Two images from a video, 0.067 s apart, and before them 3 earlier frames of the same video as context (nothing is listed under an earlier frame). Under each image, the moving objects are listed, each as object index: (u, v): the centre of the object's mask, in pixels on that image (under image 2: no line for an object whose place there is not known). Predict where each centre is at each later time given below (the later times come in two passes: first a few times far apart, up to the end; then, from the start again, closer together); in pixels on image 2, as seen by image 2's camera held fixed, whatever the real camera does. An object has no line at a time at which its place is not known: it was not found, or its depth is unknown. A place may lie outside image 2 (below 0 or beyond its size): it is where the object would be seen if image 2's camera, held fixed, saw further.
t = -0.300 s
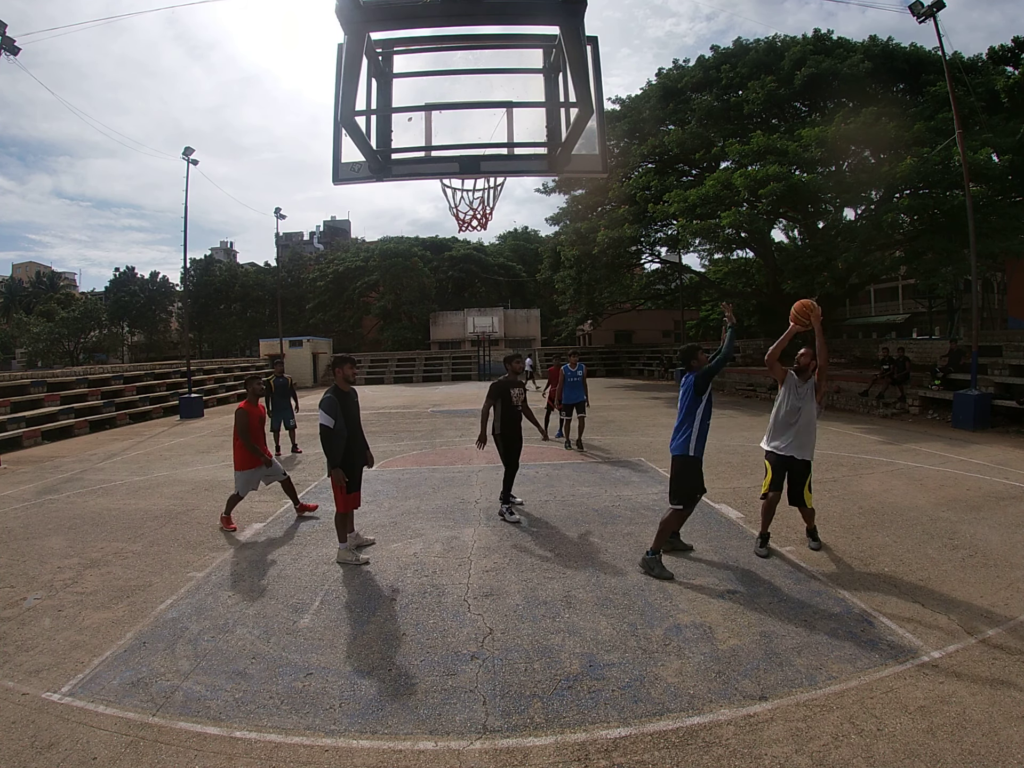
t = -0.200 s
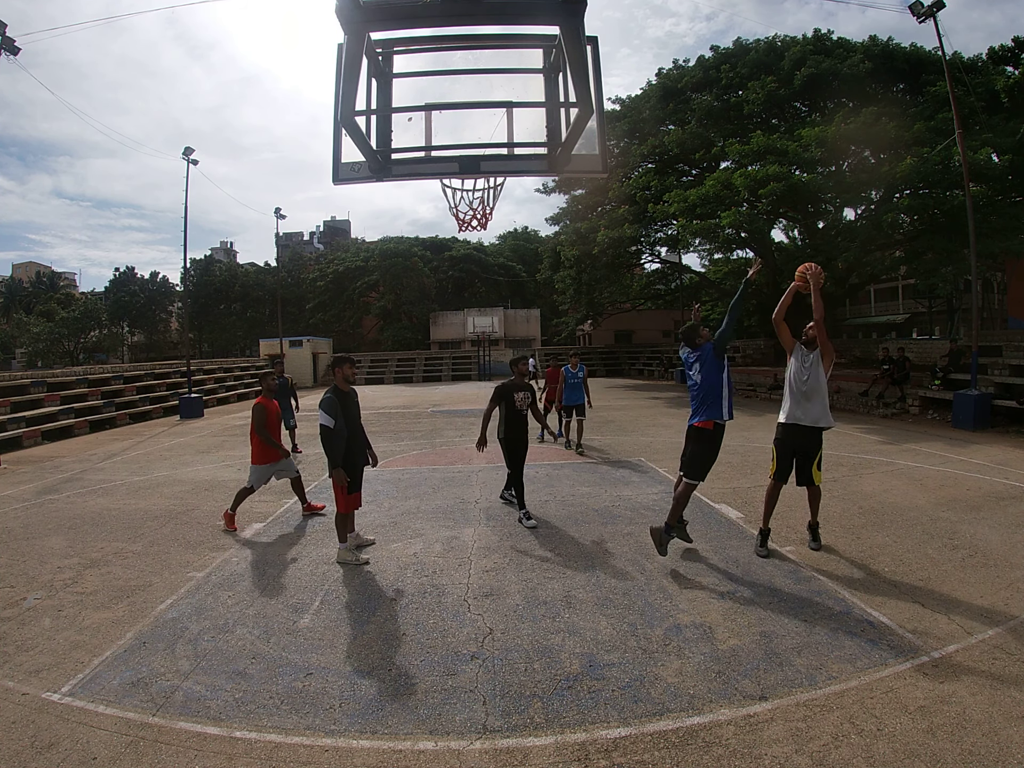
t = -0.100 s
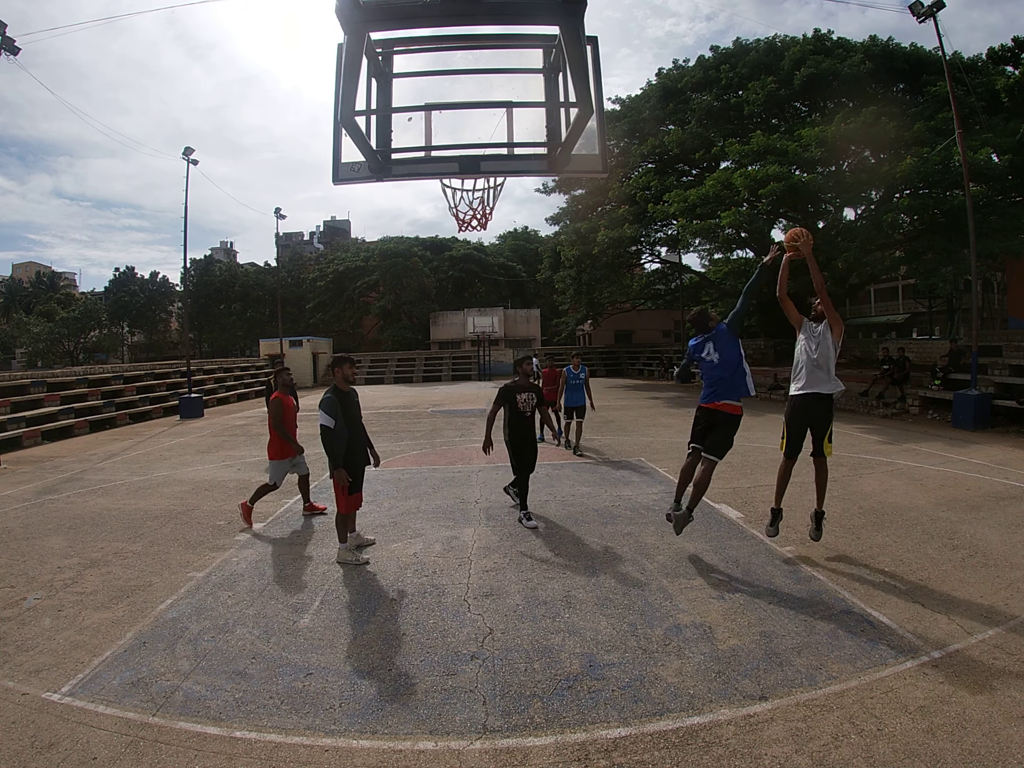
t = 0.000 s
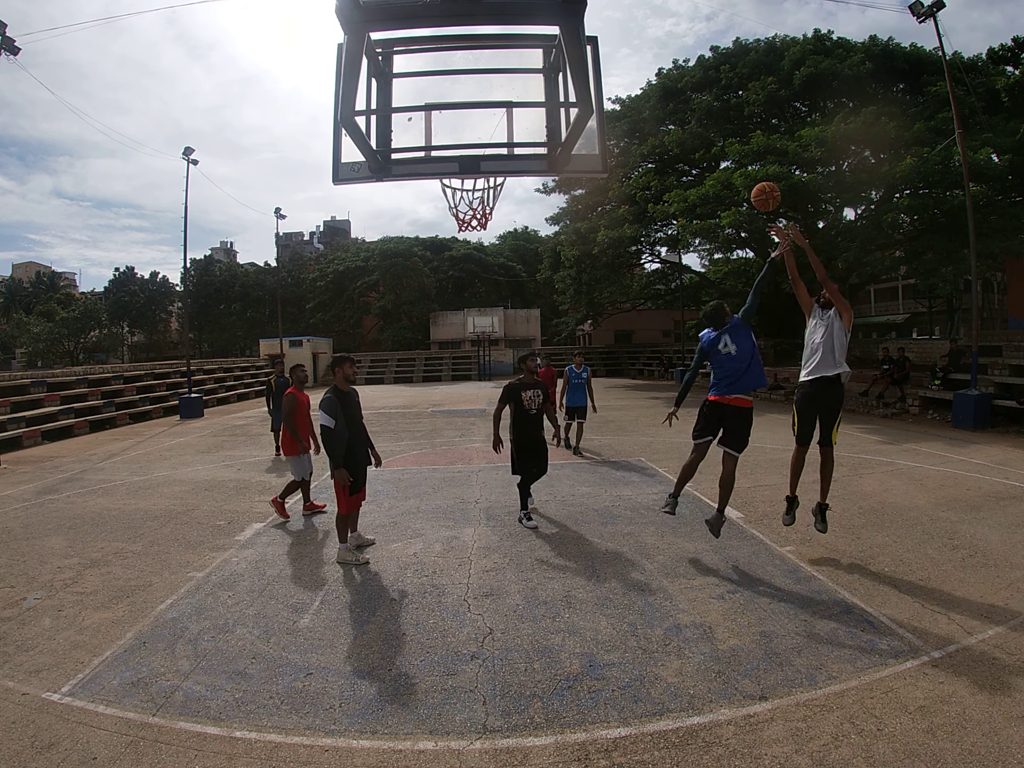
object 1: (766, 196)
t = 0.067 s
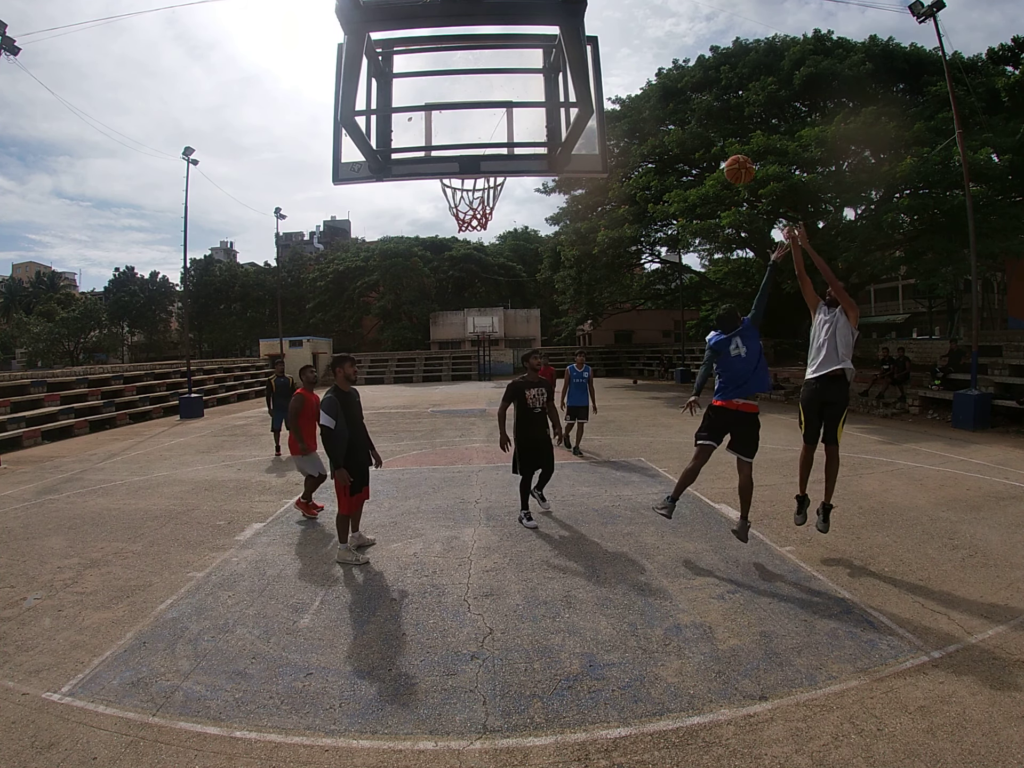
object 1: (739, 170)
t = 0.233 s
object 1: (669, 124)
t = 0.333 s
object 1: (628, 113)
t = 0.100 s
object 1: (725, 157)
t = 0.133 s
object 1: (711, 148)
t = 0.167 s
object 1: (698, 139)
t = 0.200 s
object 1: (683, 131)
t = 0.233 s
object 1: (669, 124)
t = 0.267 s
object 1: (655, 119)
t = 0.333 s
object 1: (628, 113)
